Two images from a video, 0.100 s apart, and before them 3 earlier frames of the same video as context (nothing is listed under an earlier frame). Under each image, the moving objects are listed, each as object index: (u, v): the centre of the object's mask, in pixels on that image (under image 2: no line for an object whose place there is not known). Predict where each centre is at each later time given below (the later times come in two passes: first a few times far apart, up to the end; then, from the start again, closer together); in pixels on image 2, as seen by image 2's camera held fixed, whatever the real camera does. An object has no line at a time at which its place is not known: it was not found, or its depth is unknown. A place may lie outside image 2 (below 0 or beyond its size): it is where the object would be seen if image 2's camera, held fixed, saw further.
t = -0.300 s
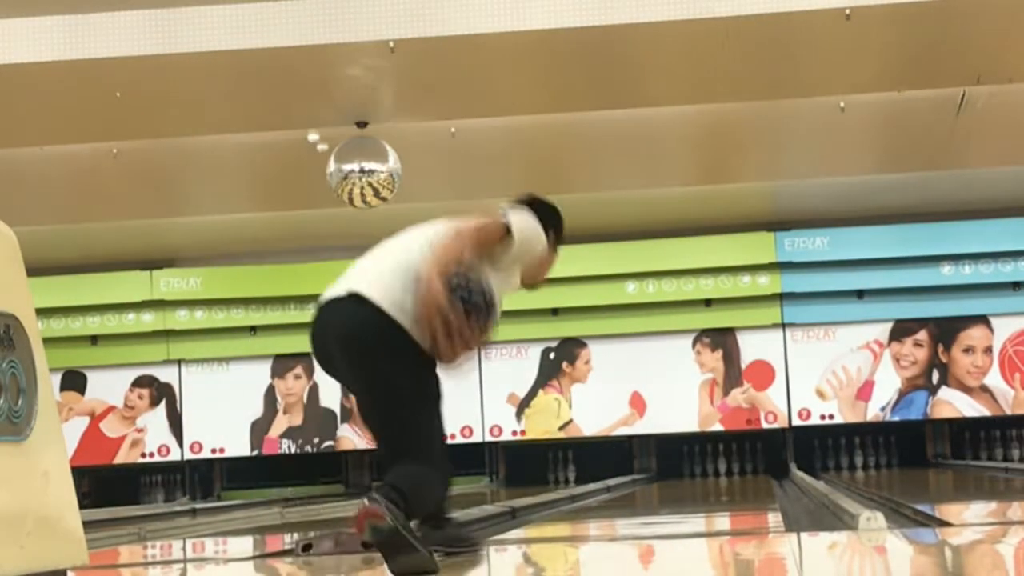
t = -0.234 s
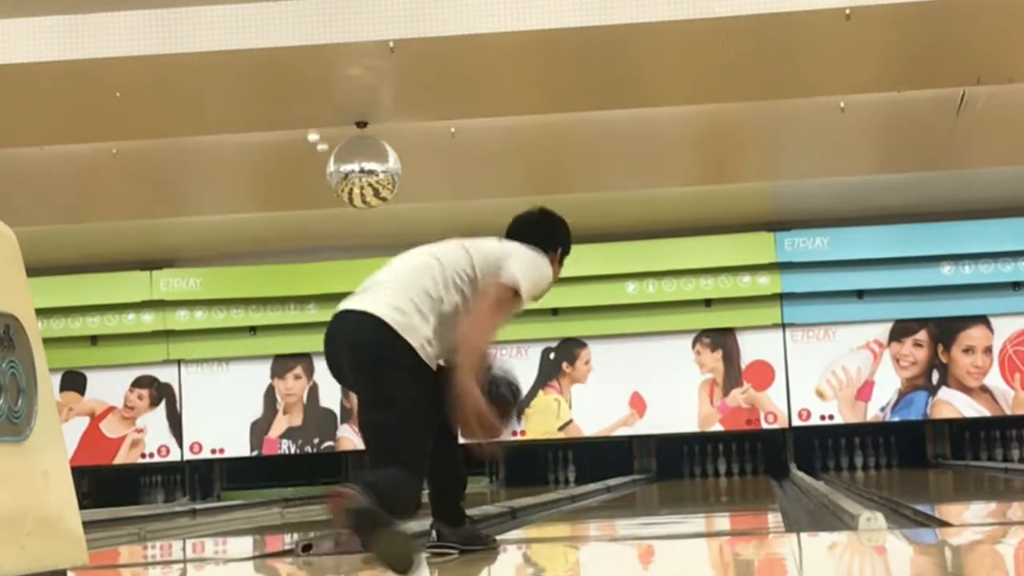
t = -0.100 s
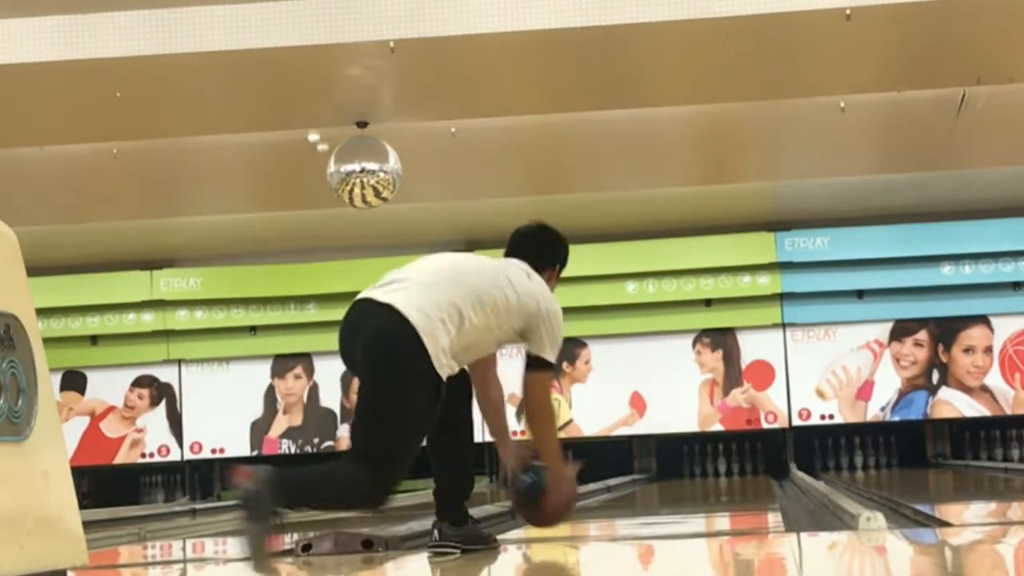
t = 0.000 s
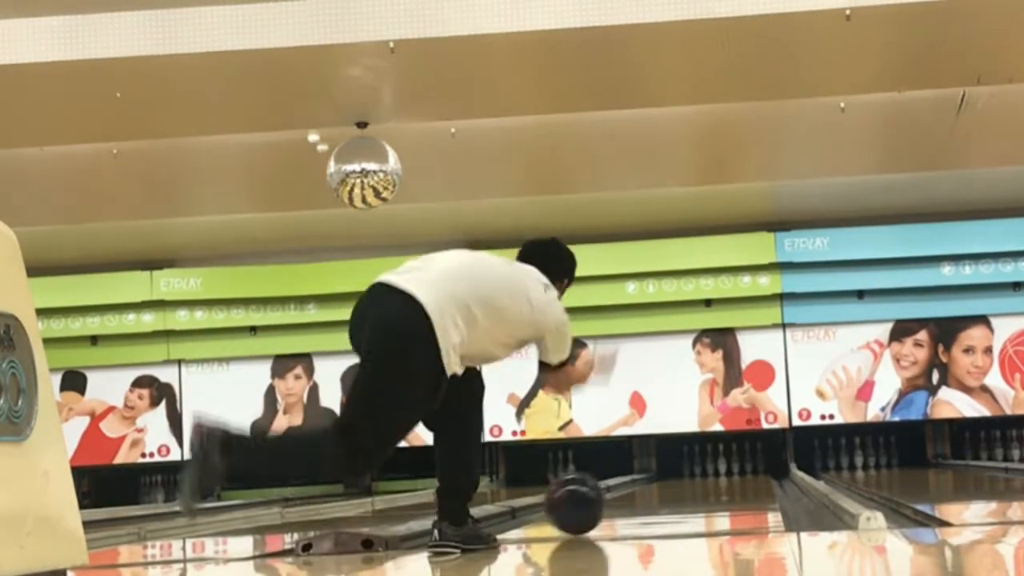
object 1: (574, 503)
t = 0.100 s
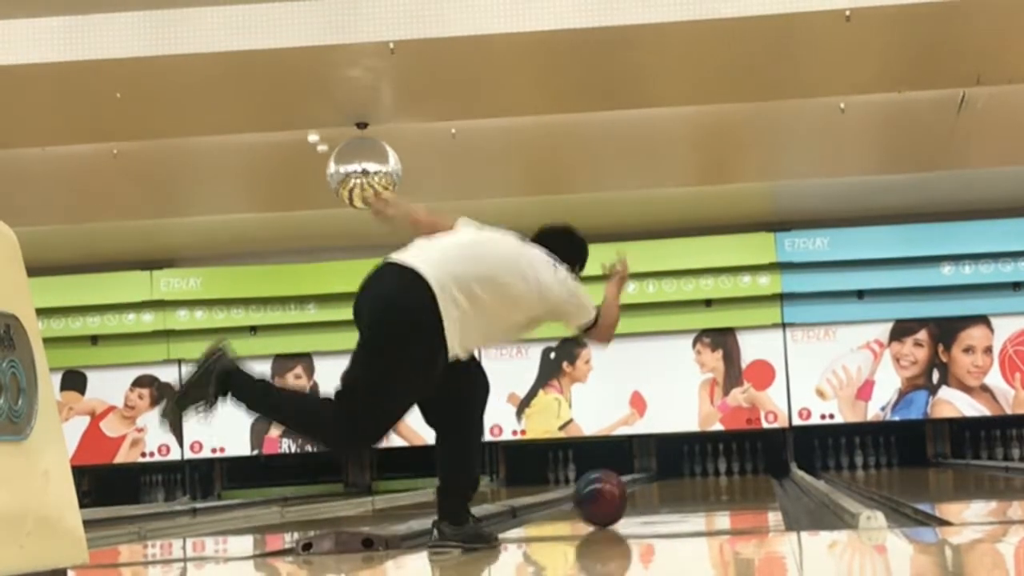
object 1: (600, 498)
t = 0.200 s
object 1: (621, 494)
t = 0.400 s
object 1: (656, 487)
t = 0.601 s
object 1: (681, 481)
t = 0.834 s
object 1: (704, 478)
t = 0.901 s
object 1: (710, 477)
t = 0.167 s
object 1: (614, 495)
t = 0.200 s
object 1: (621, 494)
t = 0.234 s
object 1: (628, 493)
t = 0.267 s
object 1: (634, 491)
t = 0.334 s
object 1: (646, 490)
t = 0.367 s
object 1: (651, 488)
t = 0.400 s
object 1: (656, 487)
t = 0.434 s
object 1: (661, 486)
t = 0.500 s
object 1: (669, 483)
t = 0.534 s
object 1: (673, 482)
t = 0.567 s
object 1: (677, 482)
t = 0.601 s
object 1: (681, 481)
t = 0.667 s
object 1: (689, 480)
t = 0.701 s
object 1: (692, 479)
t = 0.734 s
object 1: (695, 479)
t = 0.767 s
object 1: (698, 479)
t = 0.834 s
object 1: (704, 478)
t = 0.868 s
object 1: (707, 478)
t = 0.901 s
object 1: (710, 477)
